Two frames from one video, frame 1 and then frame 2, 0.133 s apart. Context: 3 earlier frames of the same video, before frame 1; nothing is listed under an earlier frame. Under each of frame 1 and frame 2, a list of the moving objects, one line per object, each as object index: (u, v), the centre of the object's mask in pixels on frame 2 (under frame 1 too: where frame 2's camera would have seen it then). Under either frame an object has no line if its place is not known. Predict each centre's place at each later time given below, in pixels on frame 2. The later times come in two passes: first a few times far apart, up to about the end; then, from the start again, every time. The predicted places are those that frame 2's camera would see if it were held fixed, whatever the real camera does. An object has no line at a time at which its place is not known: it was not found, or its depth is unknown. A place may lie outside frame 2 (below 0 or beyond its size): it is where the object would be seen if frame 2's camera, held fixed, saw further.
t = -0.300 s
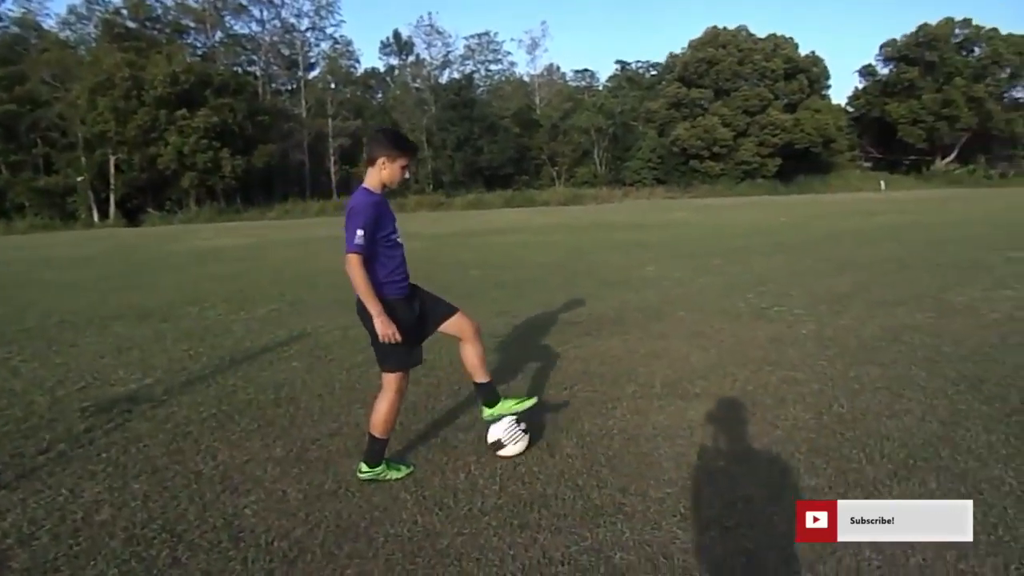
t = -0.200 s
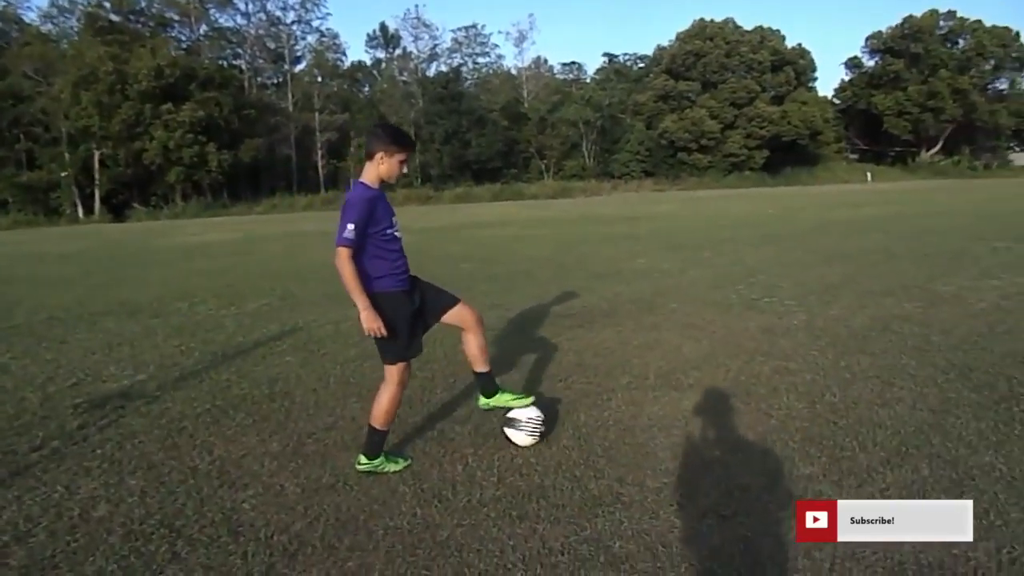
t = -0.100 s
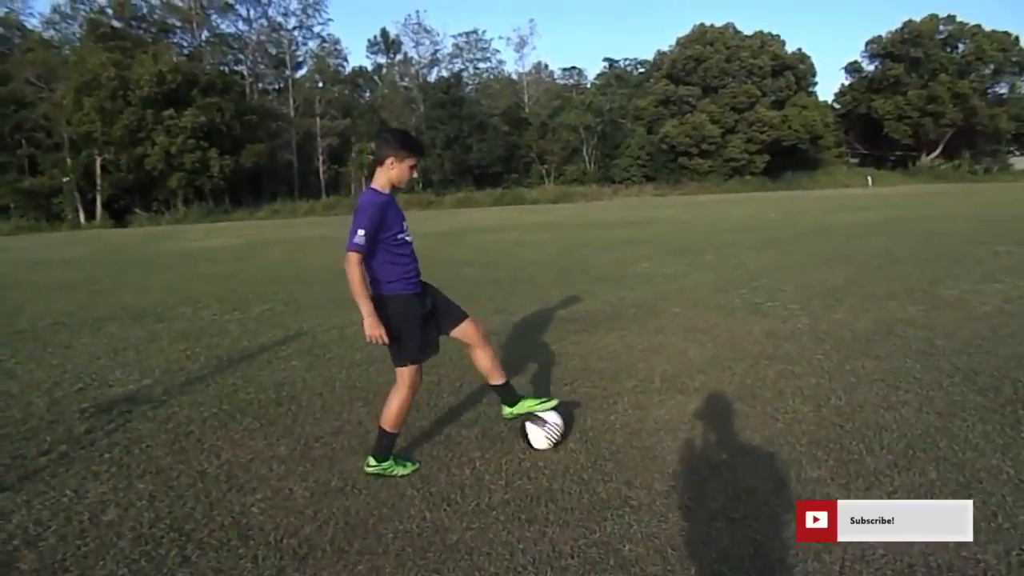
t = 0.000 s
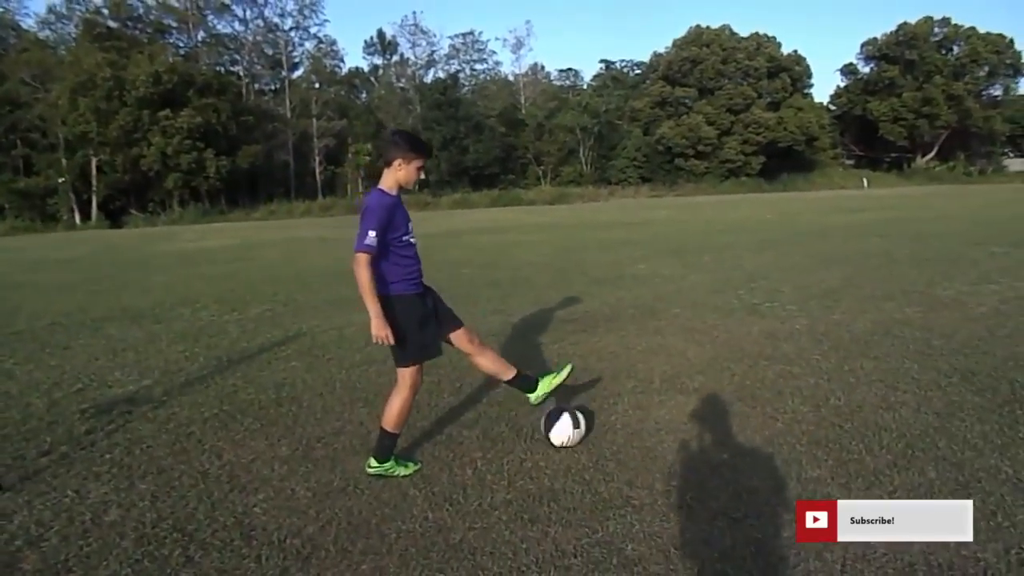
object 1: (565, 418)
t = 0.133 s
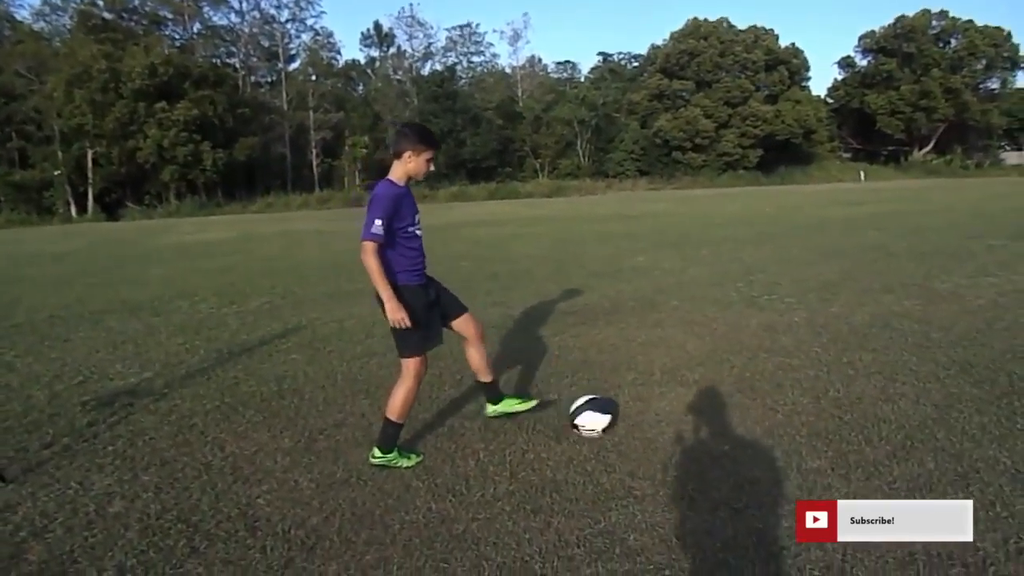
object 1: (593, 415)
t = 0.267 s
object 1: (615, 415)
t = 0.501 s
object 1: (651, 415)
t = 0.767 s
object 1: (685, 414)
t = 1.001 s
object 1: (708, 414)
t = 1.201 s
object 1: (725, 416)
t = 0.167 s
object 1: (599, 416)
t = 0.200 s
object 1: (605, 416)
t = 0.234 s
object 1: (610, 416)
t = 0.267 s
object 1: (615, 415)
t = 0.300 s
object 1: (621, 415)
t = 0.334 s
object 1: (626, 415)
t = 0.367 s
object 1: (632, 415)
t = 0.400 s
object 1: (637, 415)
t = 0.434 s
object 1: (642, 415)
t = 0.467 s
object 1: (646, 415)
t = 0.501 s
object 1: (651, 415)
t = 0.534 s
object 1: (656, 414)
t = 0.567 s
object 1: (660, 414)
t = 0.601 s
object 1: (665, 414)
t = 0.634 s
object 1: (669, 414)
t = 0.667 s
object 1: (673, 414)
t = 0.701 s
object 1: (677, 414)
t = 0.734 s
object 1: (681, 414)
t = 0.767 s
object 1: (685, 414)
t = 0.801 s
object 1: (689, 414)
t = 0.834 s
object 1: (693, 415)
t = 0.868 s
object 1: (696, 415)
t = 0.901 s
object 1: (699, 414)
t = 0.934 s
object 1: (702, 414)
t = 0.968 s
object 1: (705, 414)
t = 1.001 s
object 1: (708, 414)
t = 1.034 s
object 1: (710, 415)
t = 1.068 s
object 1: (713, 415)
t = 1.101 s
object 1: (715, 415)
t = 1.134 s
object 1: (718, 415)
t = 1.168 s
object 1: (721, 415)
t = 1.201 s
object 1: (725, 416)
